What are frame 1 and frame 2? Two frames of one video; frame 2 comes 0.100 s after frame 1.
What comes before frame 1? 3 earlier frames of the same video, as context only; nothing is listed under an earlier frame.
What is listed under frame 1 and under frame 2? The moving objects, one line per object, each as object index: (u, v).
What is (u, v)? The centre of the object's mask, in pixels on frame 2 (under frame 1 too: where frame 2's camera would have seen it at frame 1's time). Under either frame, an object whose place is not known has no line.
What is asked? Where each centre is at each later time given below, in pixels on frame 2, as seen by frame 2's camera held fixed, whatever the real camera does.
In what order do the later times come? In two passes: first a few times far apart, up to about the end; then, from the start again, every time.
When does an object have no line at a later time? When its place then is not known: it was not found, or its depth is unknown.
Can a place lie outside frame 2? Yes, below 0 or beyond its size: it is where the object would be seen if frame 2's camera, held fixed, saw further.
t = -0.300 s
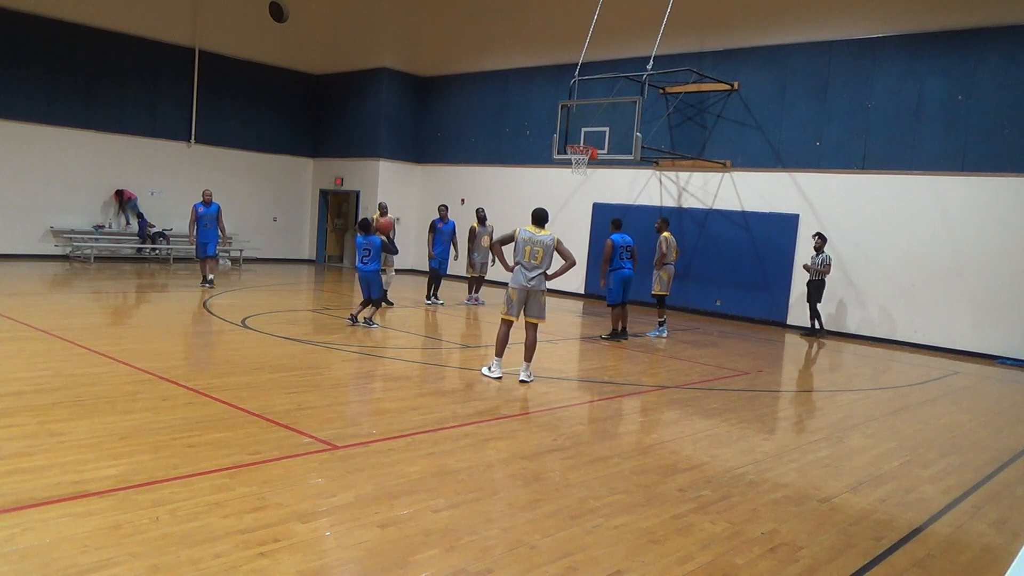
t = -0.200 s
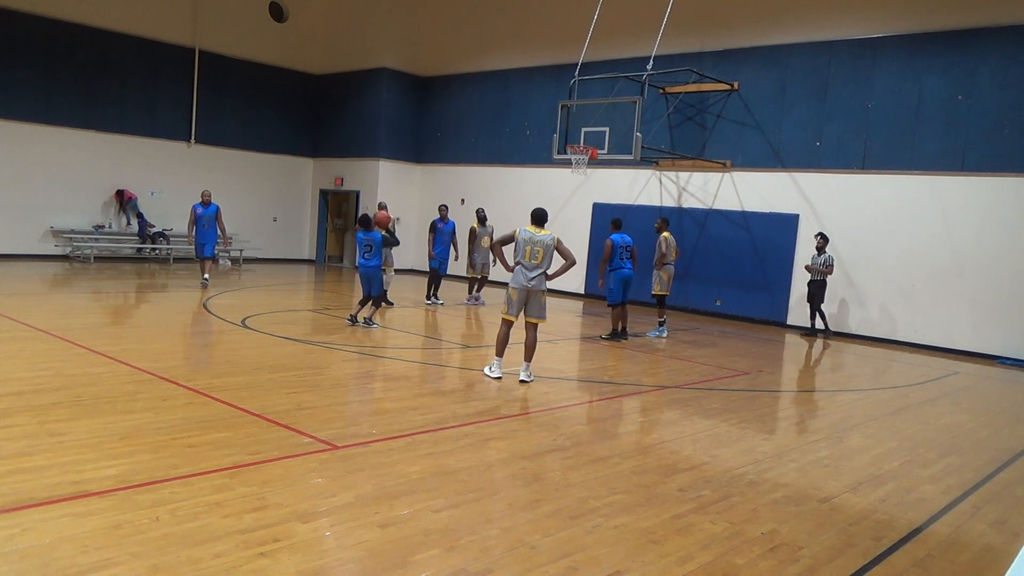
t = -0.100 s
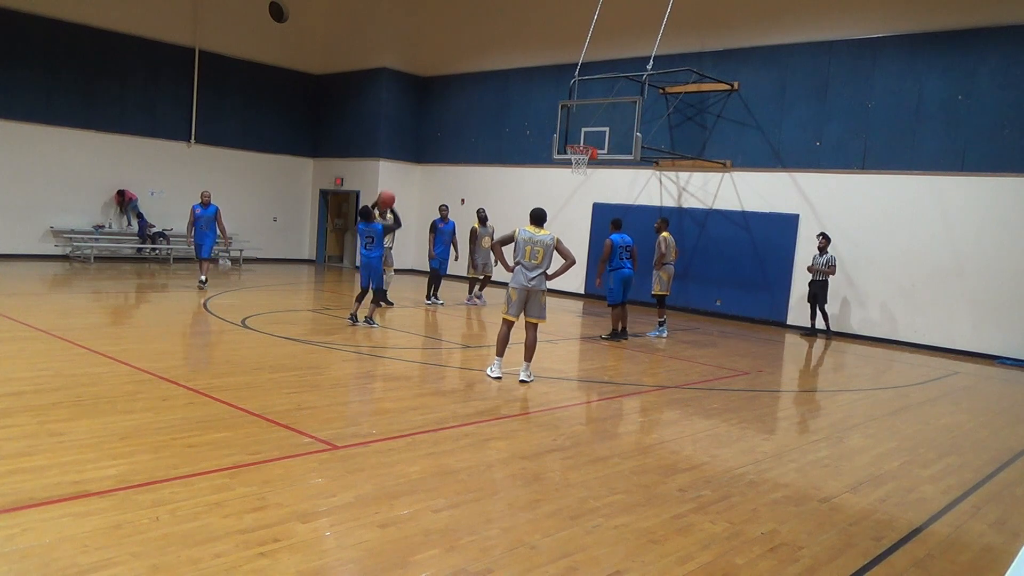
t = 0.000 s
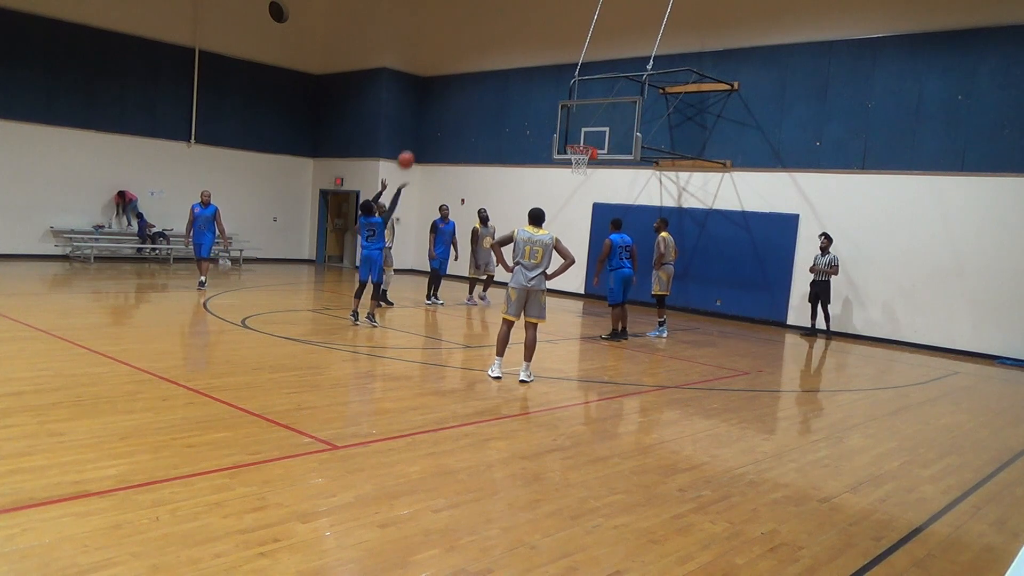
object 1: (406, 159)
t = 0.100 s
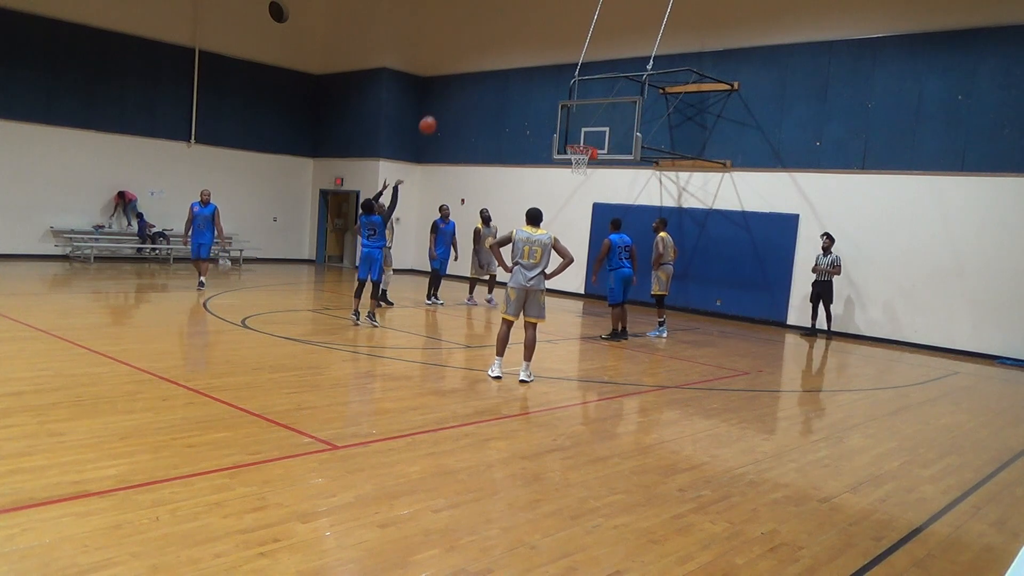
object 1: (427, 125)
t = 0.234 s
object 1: (455, 91)
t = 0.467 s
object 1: (497, 62)
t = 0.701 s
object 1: (533, 69)
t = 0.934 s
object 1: (564, 105)
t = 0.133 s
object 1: (435, 115)
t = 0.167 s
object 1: (441, 106)
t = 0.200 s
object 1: (448, 98)
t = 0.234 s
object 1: (455, 91)
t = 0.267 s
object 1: (461, 84)
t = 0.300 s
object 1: (468, 78)
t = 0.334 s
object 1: (474, 74)
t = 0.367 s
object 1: (480, 70)
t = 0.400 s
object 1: (486, 67)
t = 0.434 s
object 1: (491, 63)
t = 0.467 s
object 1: (497, 62)
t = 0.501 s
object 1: (502, 60)
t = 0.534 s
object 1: (508, 60)
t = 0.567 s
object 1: (513, 60)
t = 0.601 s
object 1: (518, 61)
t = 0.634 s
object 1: (523, 63)
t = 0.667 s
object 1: (528, 66)
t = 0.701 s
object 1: (533, 69)
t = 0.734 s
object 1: (538, 72)
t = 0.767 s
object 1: (542, 76)
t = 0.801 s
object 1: (547, 81)
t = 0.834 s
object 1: (551, 86)
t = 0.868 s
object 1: (555, 92)
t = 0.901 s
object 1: (559, 98)
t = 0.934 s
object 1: (564, 105)
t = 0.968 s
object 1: (567, 113)
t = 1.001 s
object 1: (571, 121)
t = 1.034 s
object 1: (574, 129)
